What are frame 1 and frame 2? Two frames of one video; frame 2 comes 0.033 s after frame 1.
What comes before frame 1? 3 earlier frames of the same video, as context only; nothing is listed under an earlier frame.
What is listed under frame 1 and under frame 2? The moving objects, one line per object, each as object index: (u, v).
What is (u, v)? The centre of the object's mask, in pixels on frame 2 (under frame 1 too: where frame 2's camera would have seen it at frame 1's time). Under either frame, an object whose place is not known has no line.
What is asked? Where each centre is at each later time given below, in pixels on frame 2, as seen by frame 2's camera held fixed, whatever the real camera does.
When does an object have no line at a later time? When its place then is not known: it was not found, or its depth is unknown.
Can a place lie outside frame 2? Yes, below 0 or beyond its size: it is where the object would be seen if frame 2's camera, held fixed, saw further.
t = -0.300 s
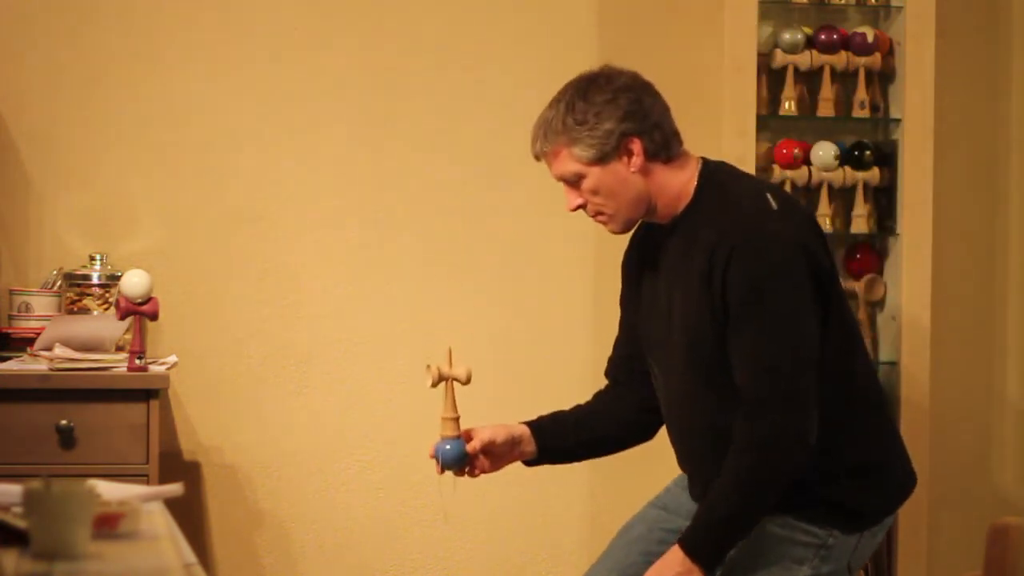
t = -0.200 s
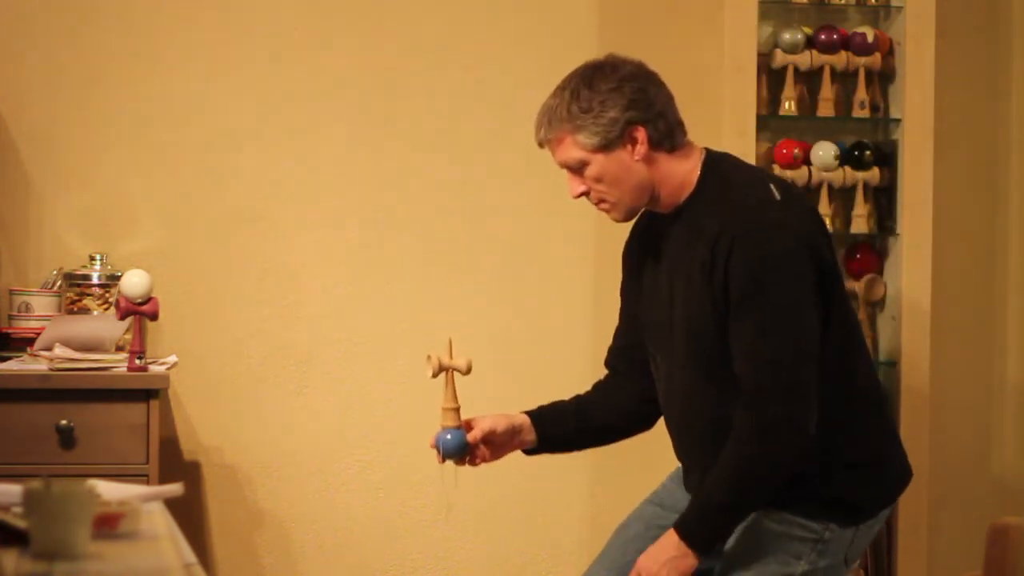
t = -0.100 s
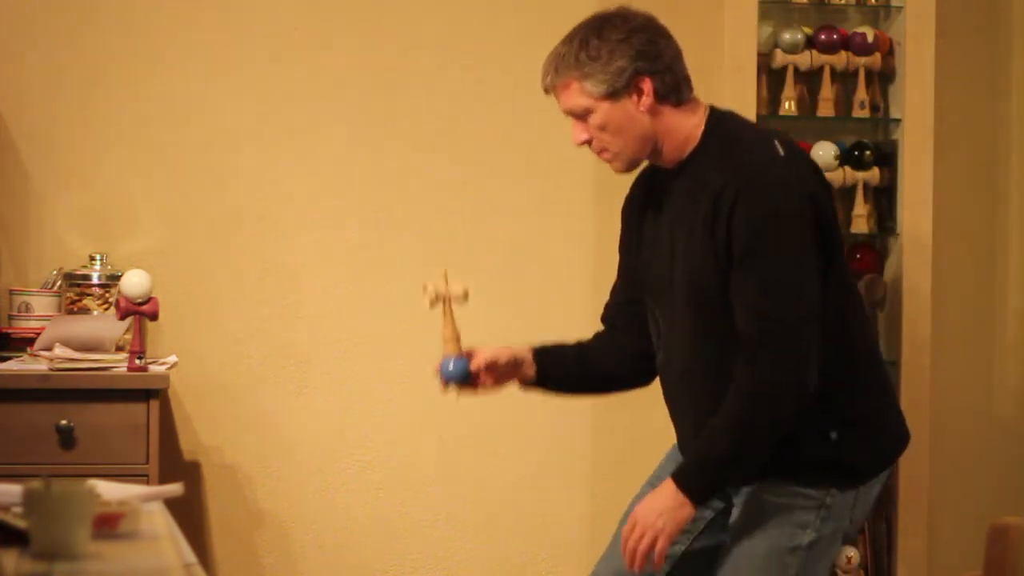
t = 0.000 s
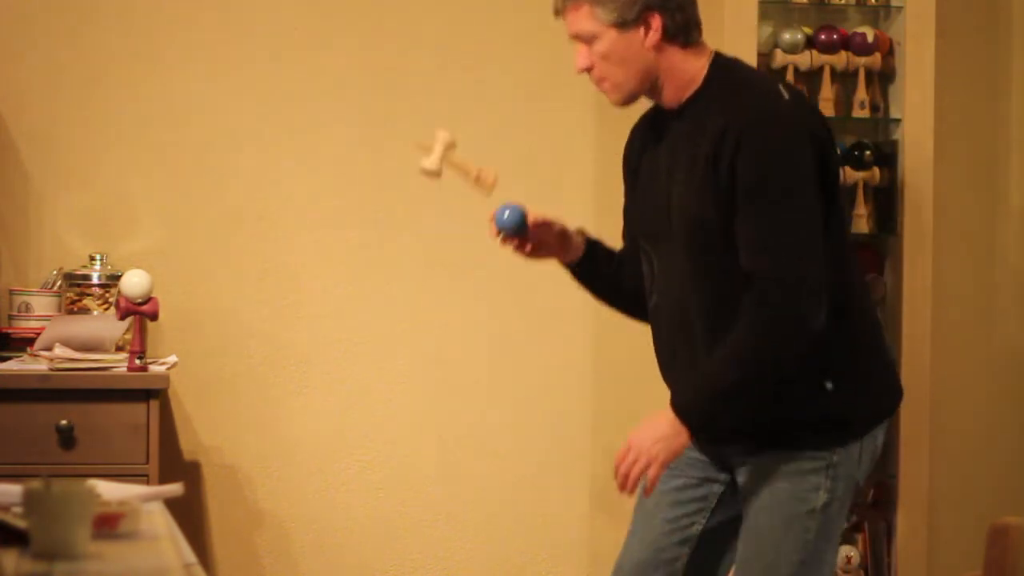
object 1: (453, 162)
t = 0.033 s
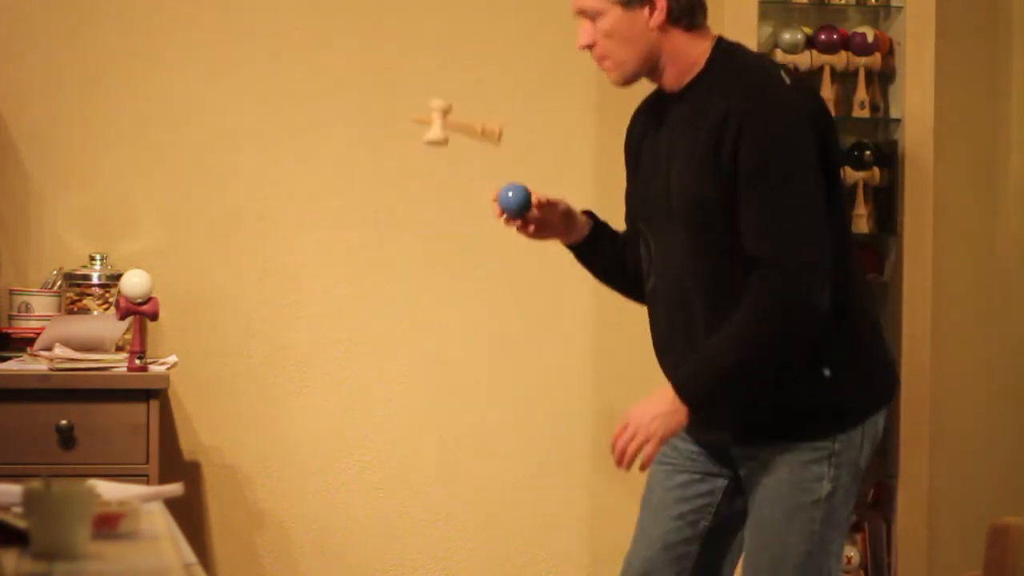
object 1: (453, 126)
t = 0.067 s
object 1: (456, 95)
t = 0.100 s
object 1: (461, 67)
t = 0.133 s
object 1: (464, 47)
